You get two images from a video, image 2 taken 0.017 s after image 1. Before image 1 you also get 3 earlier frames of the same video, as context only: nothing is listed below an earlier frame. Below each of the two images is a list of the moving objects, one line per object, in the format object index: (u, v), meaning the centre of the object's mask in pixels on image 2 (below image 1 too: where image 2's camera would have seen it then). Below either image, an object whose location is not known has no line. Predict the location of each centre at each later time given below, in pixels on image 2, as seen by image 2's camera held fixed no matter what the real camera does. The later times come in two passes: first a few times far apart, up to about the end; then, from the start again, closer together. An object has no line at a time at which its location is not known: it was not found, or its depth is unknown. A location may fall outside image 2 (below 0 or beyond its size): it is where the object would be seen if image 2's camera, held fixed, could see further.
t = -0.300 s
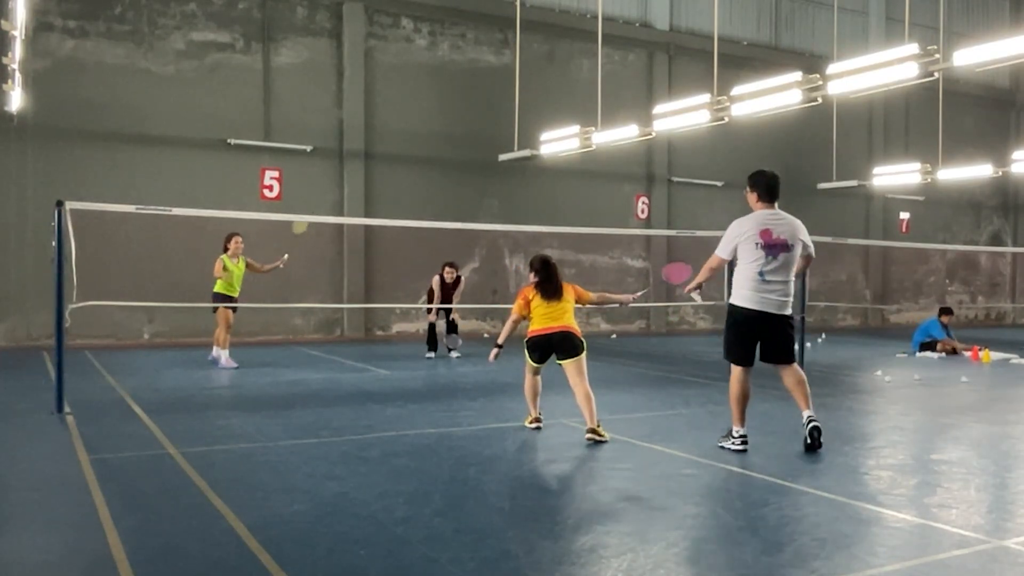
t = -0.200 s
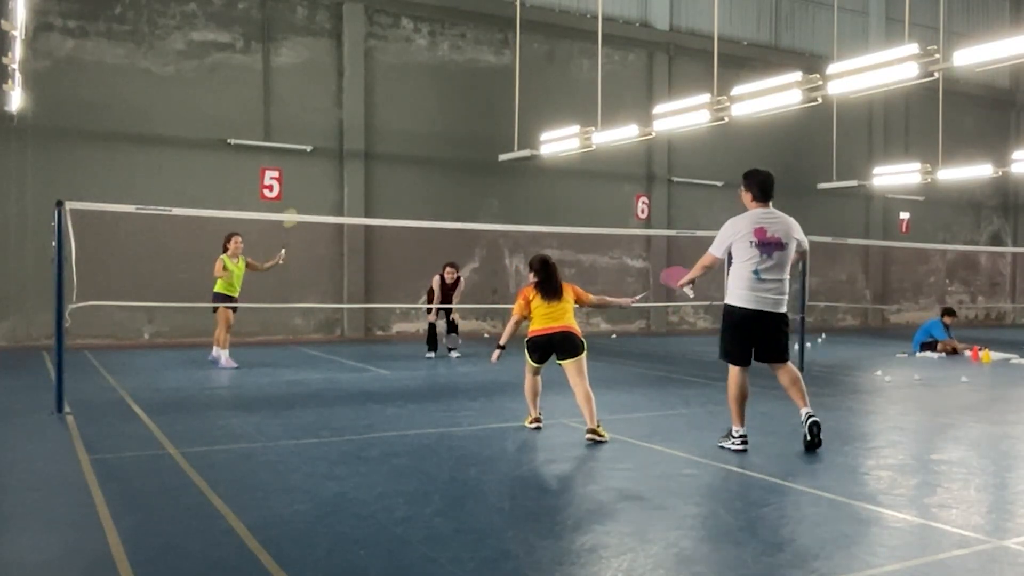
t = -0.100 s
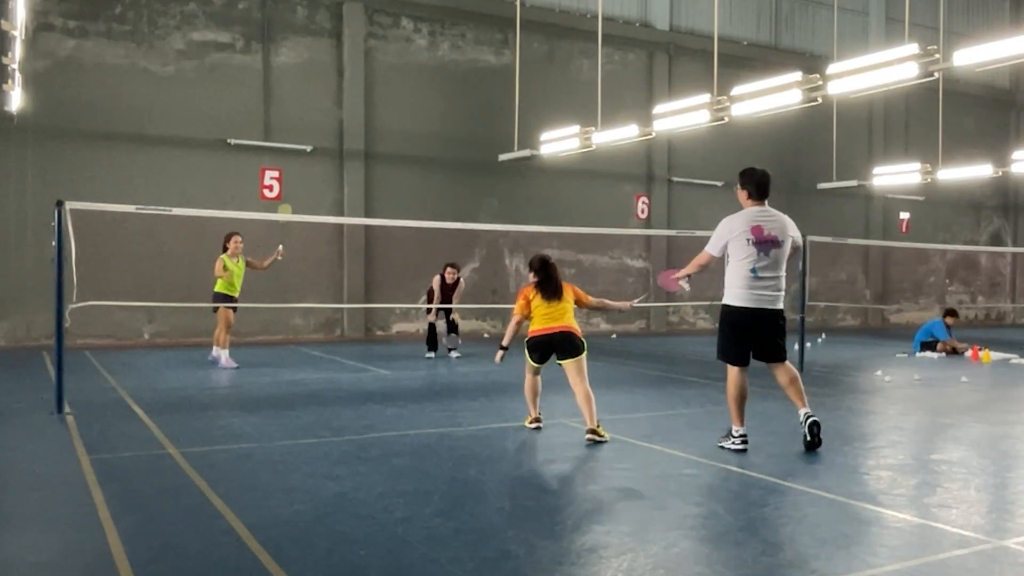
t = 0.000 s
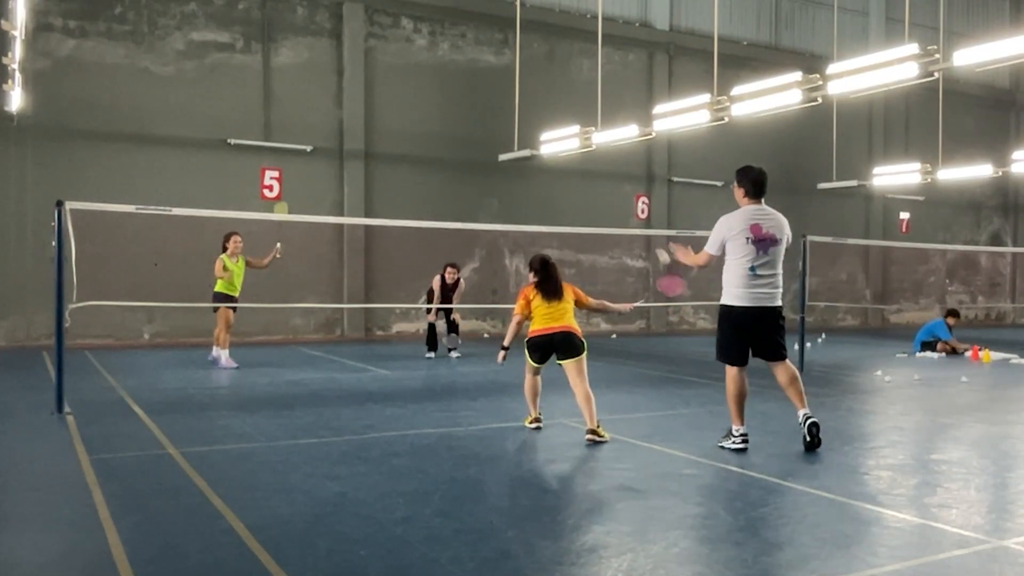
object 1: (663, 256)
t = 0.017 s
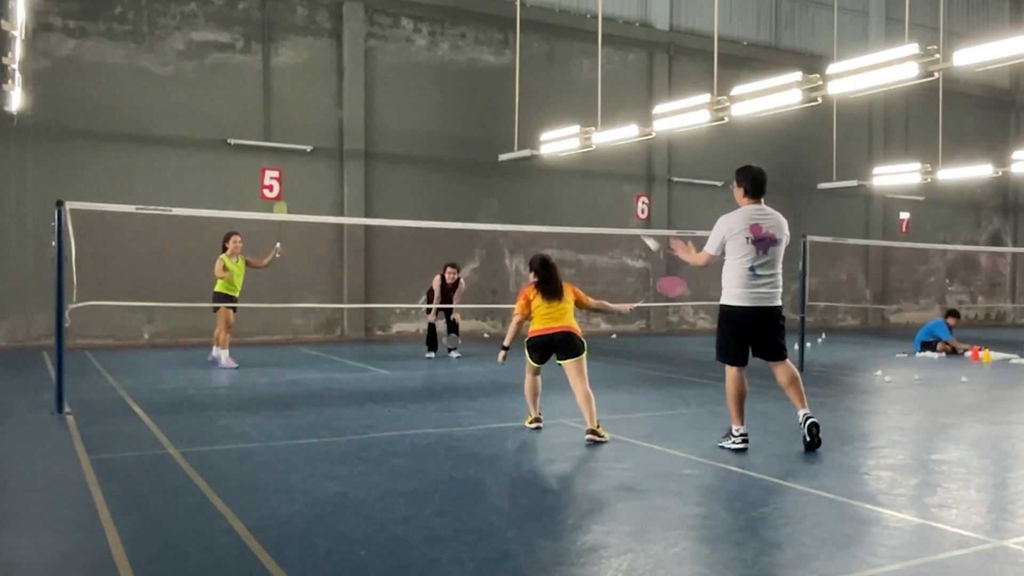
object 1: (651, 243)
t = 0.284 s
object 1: (506, 141)
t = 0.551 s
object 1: (434, 151)
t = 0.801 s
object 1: (393, 211)
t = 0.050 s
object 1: (623, 219)
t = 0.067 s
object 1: (611, 209)
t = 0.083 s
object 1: (599, 200)
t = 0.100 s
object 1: (587, 191)
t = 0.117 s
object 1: (578, 183)
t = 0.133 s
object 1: (569, 176)
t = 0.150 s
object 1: (561, 170)
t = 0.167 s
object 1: (553, 164)
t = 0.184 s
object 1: (545, 159)
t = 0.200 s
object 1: (538, 155)
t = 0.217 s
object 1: (532, 151)
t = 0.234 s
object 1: (524, 147)
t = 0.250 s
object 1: (518, 144)
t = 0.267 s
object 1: (512, 143)
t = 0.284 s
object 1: (506, 141)
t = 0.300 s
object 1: (501, 138)
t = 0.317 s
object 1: (495, 137)
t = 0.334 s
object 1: (490, 137)
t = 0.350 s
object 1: (484, 136)
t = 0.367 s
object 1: (480, 136)
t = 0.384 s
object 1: (475, 136)
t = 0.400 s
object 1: (470, 137)
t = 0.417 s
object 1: (466, 137)
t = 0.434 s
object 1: (462, 138)
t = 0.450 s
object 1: (457, 139)
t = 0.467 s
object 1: (454, 140)
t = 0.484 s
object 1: (449, 142)
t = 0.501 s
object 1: (445, 144)
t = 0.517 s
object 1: (442, 146)
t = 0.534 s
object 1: (438, 148)
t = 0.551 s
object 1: (434, 151)
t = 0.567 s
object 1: (431, 153)
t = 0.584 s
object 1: (427, 156)
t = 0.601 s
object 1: (424, 160)
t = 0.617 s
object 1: (421, 163)
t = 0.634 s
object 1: (418, 167)
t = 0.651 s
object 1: (416, 170)
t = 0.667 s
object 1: (413, 174)
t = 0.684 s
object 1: (410, 178)
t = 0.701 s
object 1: (407, 183)
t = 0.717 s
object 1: (405, 187)
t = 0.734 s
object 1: (402, 192)
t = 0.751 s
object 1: (400, 196)
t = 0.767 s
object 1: (397, 201)
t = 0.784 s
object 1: (395, 206)
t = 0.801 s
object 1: (393, 211)
